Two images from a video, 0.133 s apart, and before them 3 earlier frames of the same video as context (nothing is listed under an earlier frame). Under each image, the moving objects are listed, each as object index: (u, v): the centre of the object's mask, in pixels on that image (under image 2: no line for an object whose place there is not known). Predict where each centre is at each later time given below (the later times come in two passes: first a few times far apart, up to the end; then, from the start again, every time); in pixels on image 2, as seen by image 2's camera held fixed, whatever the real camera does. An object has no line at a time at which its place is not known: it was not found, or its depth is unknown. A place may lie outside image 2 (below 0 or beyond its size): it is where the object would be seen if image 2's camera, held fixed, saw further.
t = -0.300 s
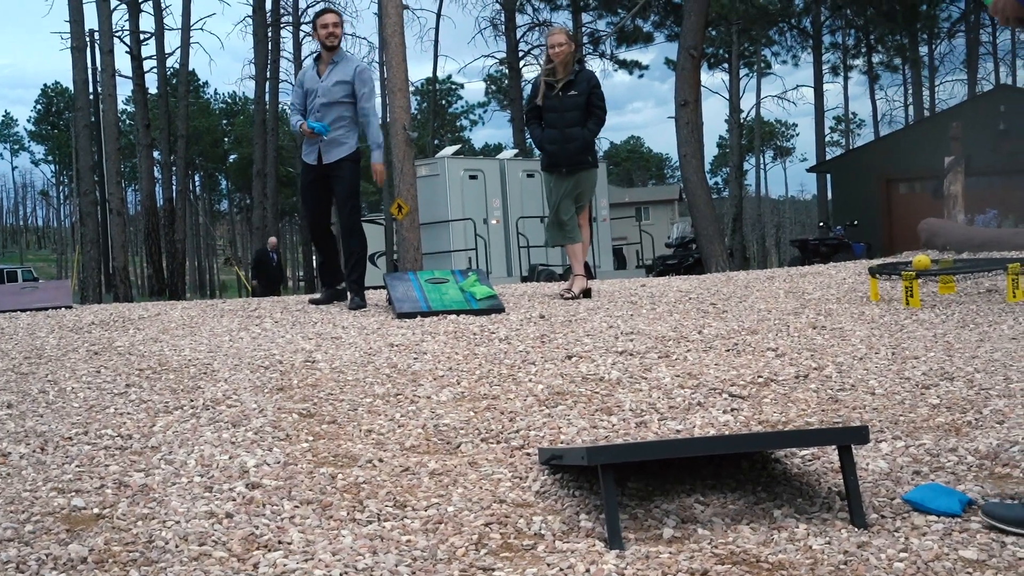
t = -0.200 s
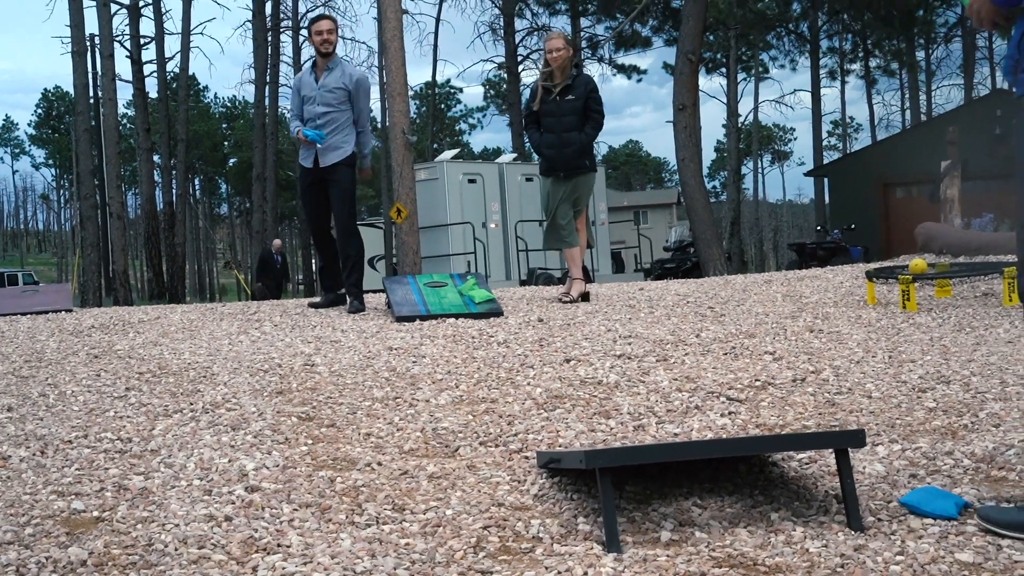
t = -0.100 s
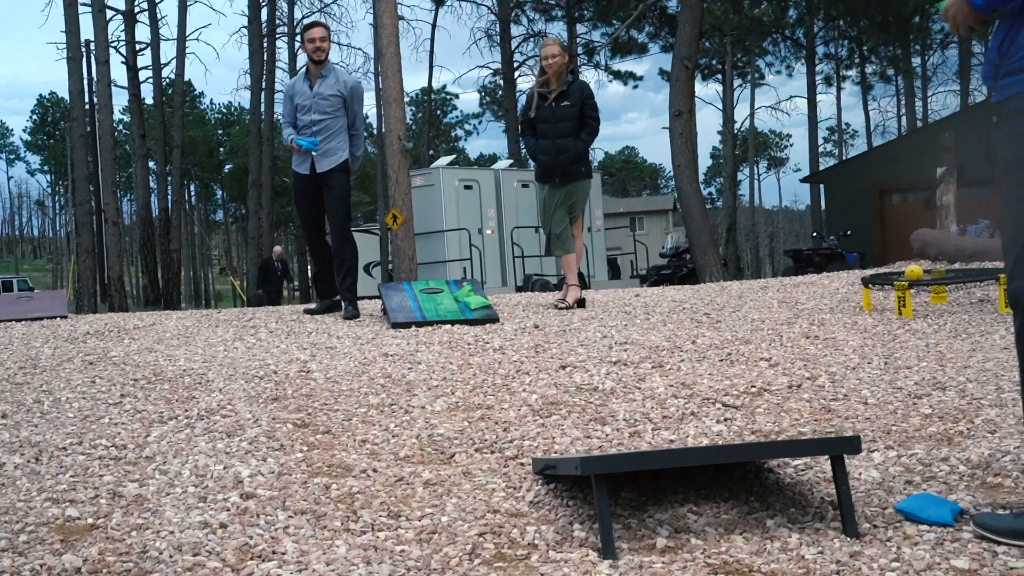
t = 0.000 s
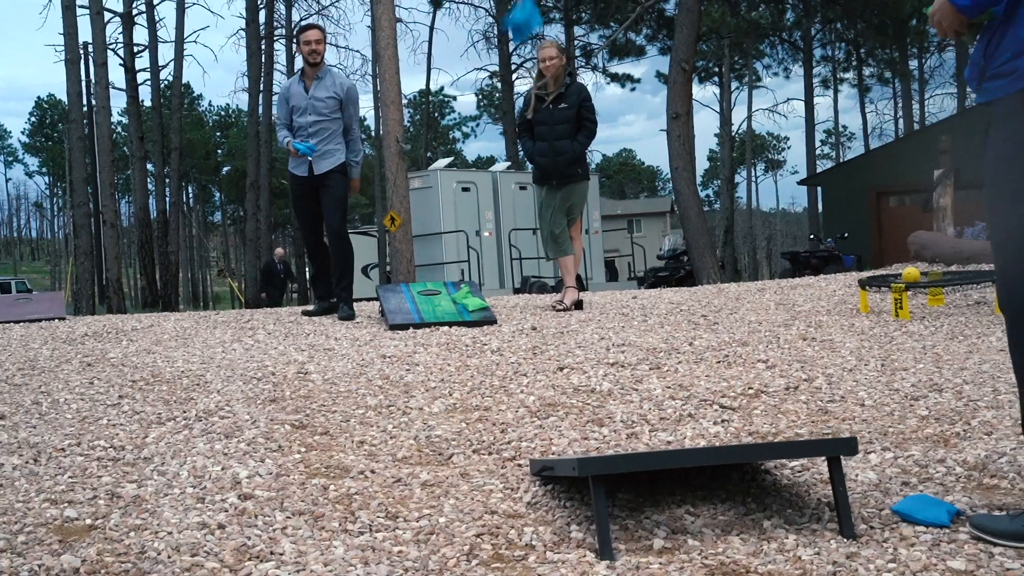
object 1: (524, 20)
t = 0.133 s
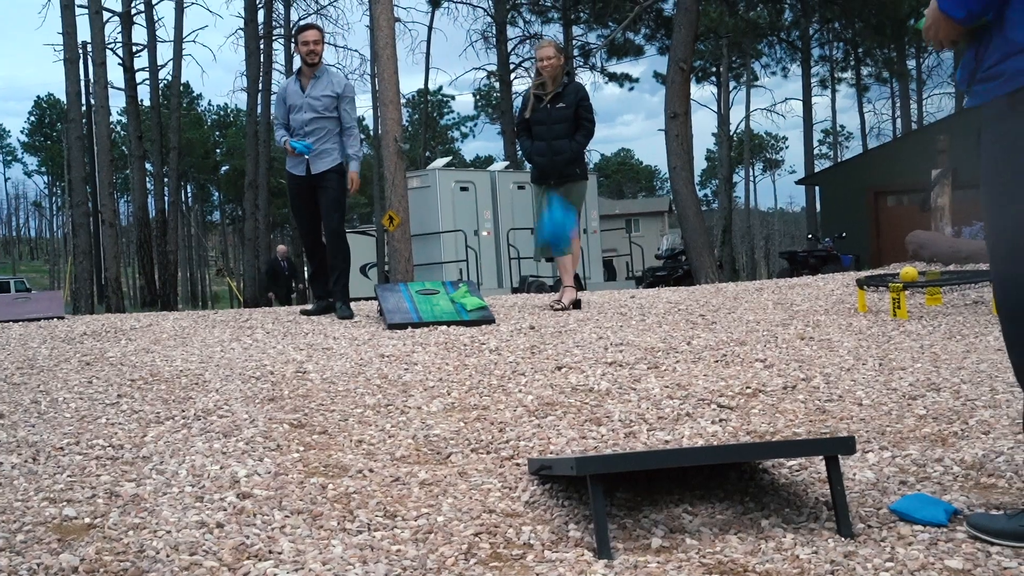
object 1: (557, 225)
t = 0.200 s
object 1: (578, 375)
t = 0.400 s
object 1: (609, 439)
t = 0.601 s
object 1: (619, 446)
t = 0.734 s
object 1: (619, 446)
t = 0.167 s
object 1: (567, 294)
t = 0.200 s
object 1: (578, 375)
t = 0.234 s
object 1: (590, 449)
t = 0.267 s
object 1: (593, 442)
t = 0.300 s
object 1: (596, 435)
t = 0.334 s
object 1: (601, 433)
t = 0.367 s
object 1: (606, 435)
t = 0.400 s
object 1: (609, 439)
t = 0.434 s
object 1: (612, 443)
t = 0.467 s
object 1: (616, 446)
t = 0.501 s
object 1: (617, 446)
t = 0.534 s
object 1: (618, 446)
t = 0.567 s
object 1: (618, 446)
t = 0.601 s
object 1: (619, 446)
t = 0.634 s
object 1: (618, 446)
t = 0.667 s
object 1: (619, 446)
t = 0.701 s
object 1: (619, 446)
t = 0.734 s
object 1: (619, 446)
